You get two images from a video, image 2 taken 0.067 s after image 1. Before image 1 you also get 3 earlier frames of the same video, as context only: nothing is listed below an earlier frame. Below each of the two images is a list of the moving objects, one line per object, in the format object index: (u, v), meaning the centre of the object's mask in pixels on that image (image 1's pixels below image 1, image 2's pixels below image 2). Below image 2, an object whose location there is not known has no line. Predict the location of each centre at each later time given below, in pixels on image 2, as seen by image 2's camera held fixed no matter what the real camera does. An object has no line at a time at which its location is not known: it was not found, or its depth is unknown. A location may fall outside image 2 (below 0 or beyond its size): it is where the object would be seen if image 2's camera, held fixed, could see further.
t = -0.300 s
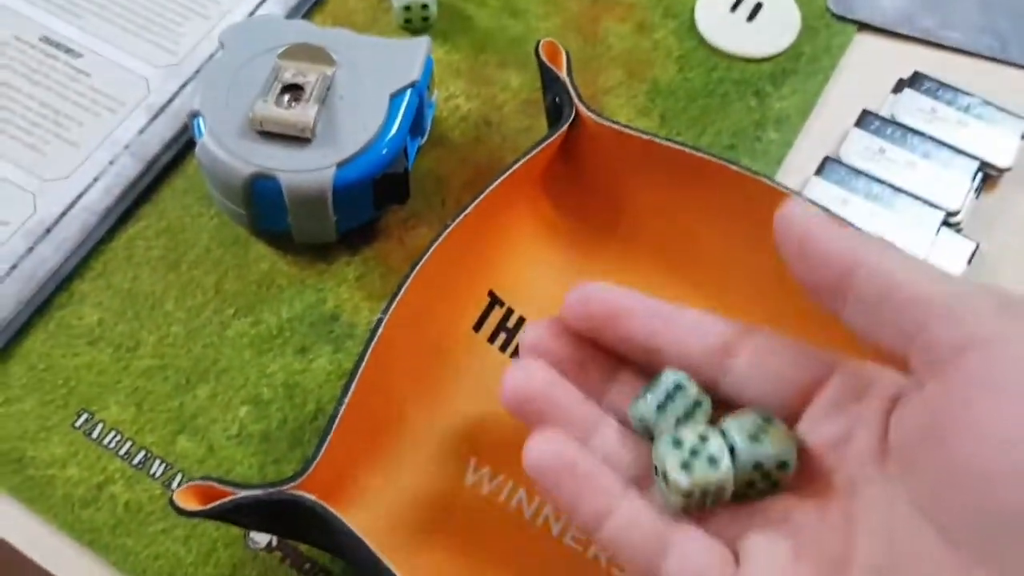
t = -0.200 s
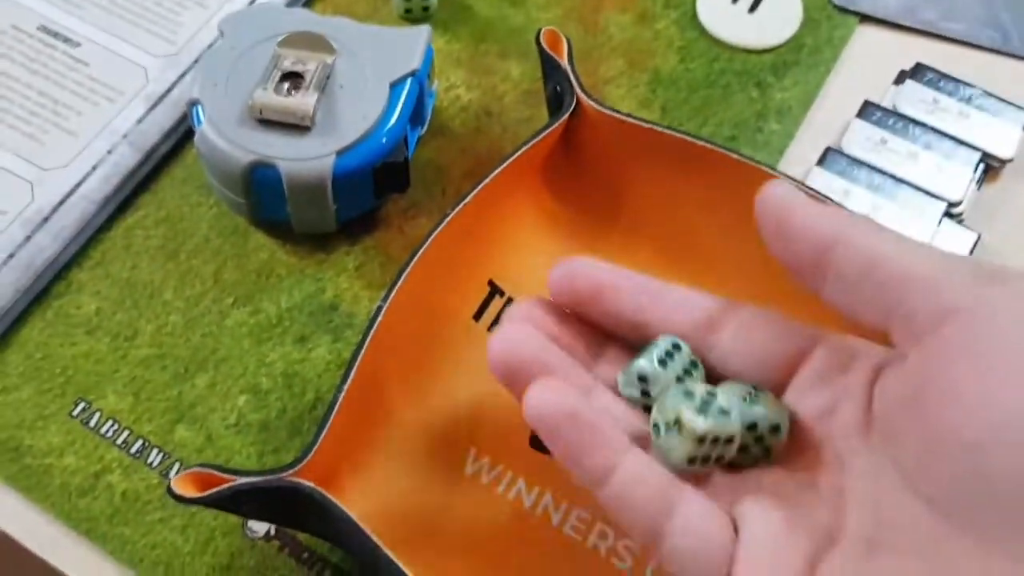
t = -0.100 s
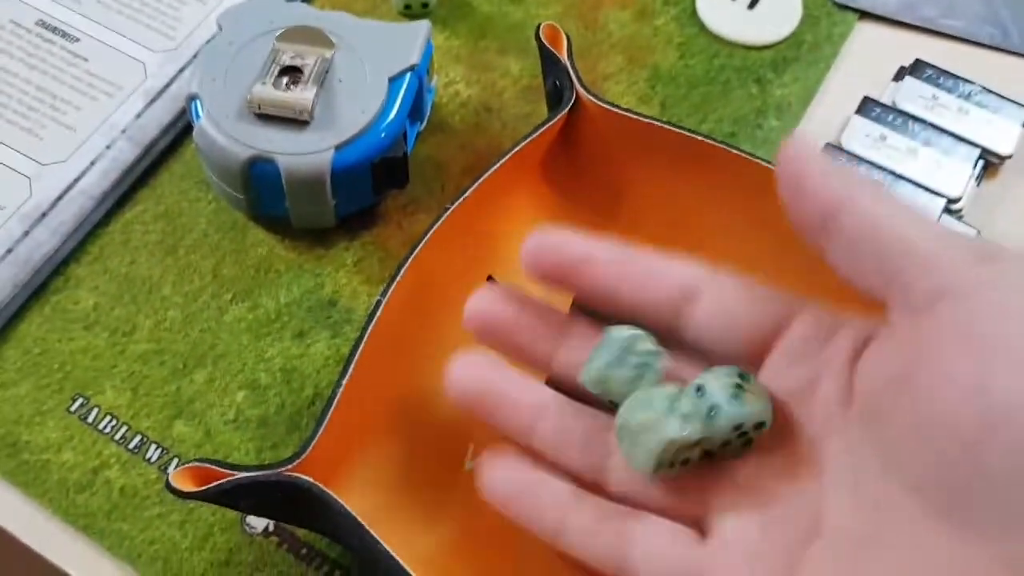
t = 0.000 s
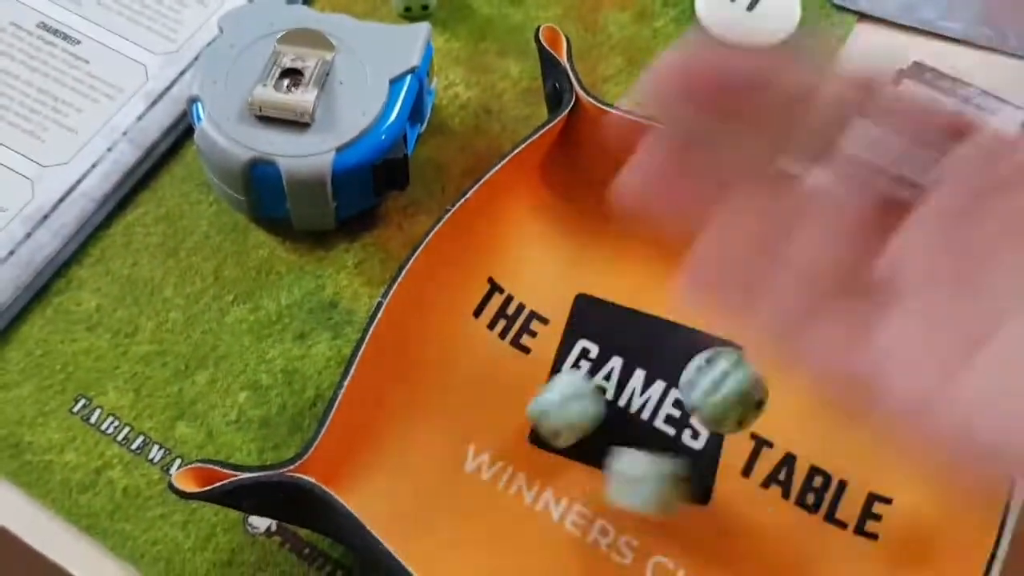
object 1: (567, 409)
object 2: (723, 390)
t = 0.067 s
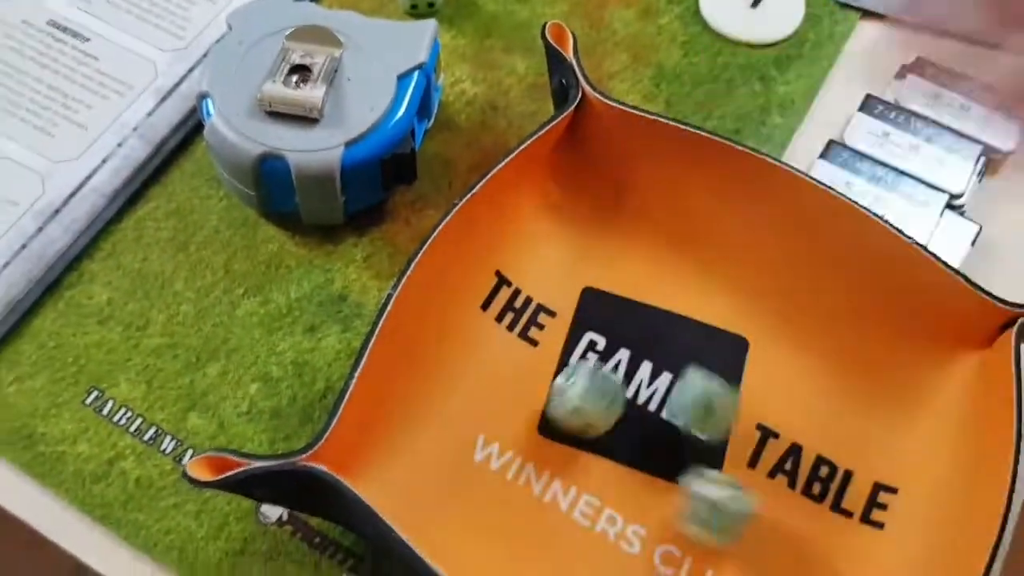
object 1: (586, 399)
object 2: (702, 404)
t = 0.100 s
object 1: (597, 396)
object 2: (694, 388)
